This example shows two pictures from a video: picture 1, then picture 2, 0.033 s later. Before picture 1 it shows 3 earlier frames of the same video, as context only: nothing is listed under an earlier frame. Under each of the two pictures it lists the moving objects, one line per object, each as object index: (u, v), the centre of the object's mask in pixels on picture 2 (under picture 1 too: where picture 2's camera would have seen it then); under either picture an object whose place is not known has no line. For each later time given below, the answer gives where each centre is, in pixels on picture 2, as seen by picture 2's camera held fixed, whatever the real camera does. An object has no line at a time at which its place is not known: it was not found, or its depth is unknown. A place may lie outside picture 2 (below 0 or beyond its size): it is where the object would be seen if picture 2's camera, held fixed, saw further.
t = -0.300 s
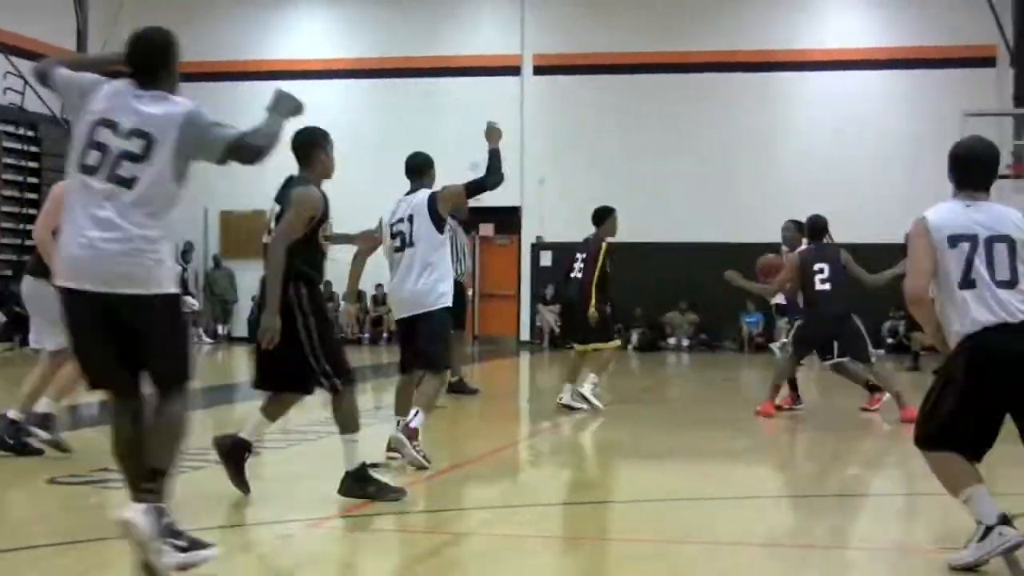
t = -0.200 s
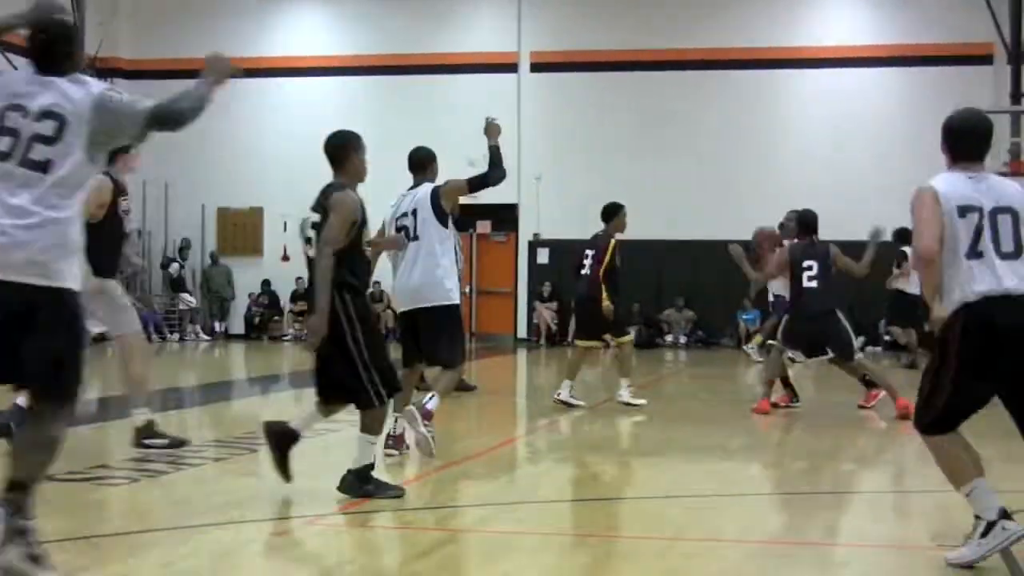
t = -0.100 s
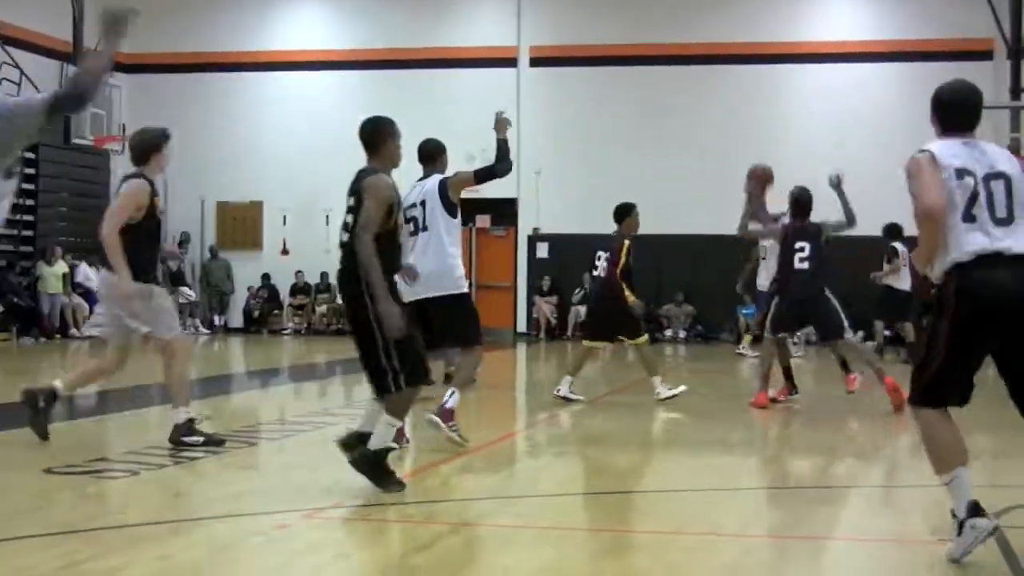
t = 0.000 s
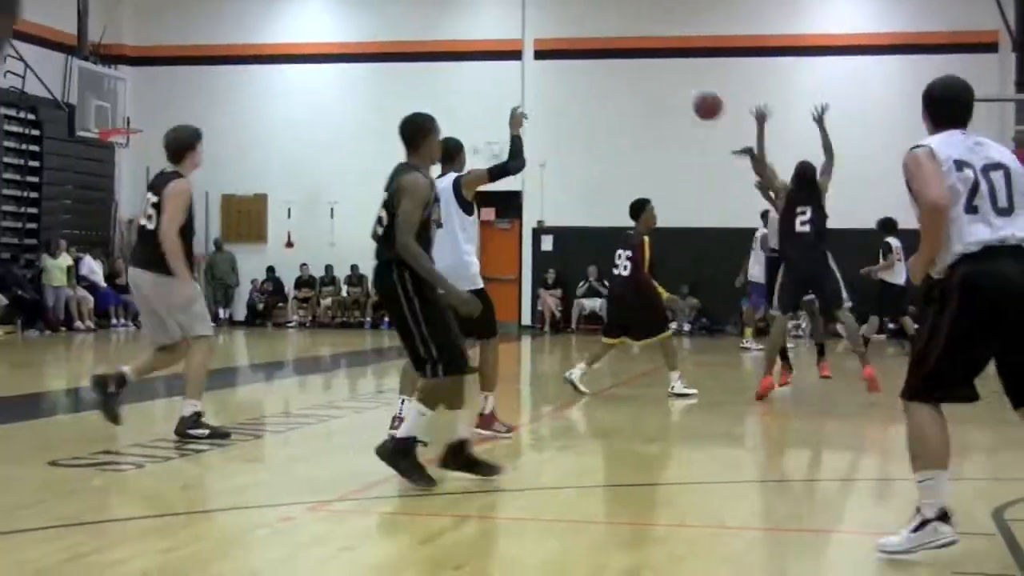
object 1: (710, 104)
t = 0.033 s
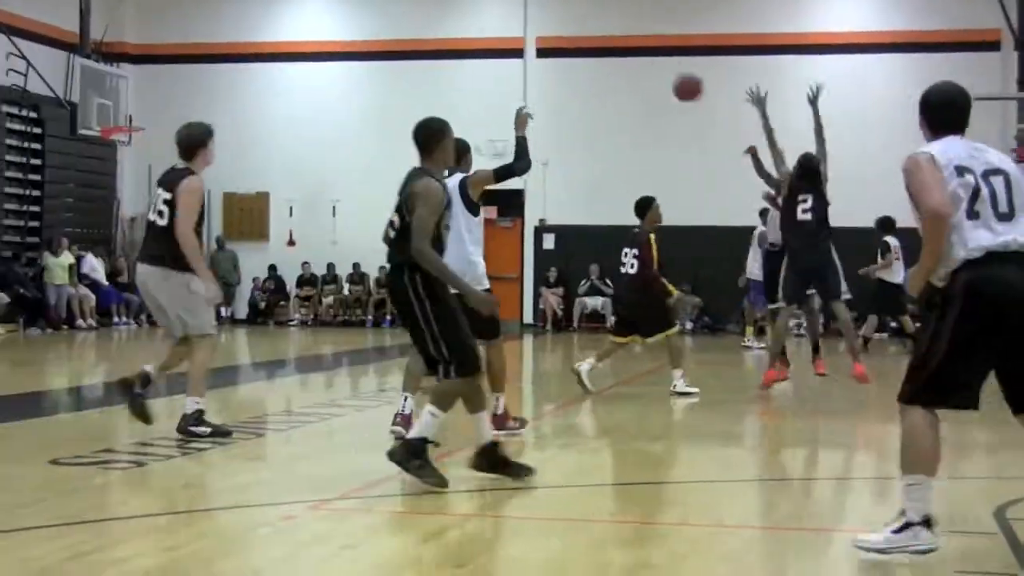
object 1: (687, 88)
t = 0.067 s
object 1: (665, 71)
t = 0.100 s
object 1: (640, 55)
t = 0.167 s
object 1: (589, 25)
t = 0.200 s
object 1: (561, 11)
